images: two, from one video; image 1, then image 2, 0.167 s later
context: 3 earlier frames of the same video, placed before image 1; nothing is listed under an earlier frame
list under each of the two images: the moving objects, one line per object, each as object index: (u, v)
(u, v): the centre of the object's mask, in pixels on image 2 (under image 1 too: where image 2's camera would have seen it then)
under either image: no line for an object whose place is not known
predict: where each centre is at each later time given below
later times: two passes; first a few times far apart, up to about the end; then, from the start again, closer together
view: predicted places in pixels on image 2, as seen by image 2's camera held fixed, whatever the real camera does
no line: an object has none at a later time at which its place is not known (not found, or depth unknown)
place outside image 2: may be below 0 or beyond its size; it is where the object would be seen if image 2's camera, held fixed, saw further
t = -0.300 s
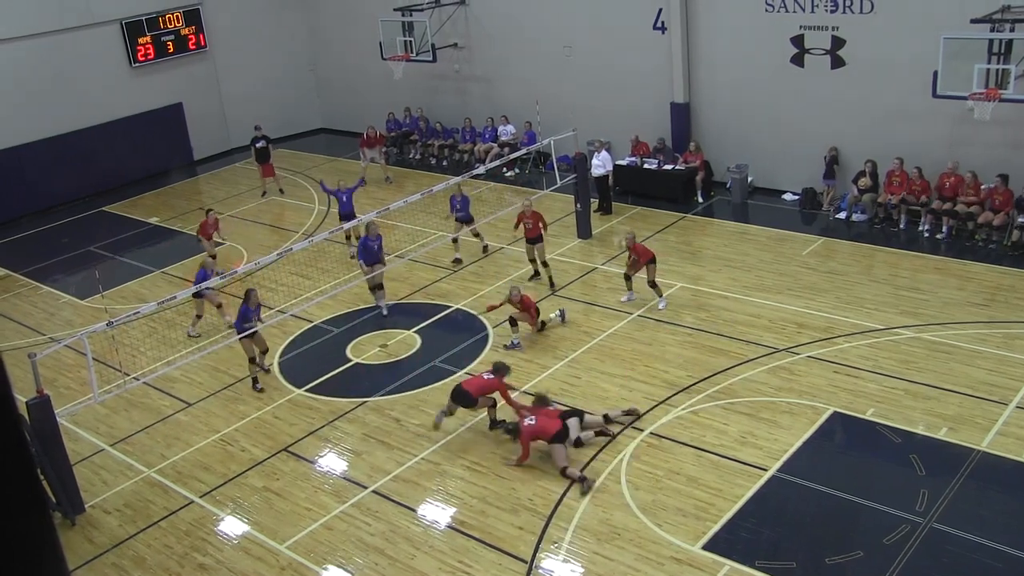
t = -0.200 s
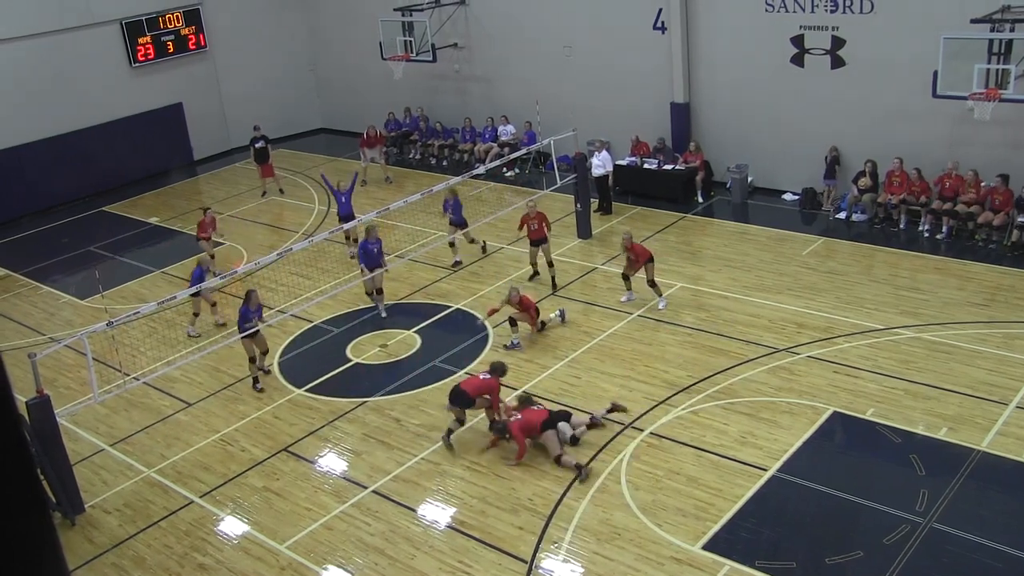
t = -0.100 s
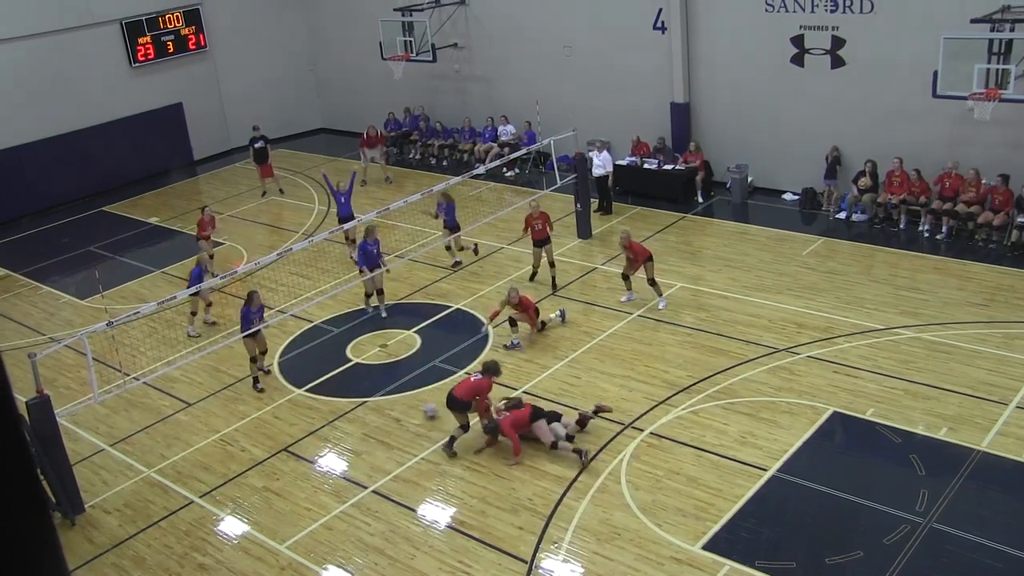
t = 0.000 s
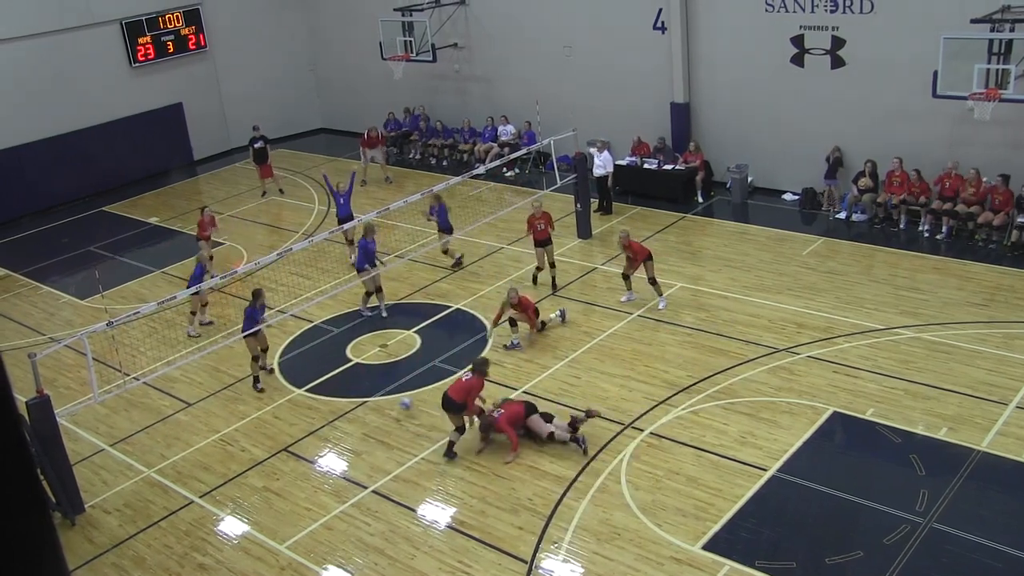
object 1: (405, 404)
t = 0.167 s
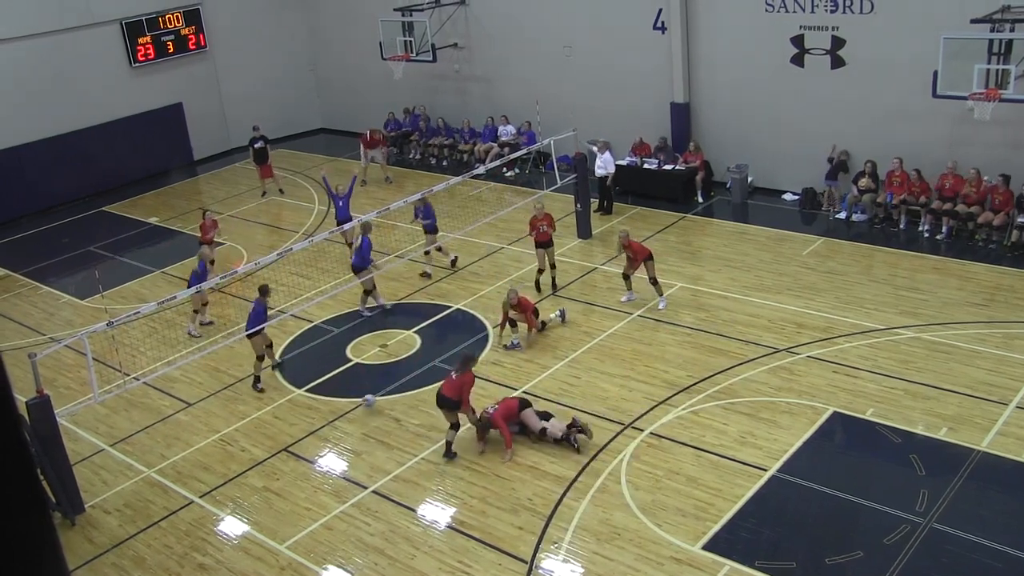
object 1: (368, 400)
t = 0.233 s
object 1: (353, 405)
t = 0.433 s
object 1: (312, 396)
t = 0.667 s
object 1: (267, 397)
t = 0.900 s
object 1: (224, 394)
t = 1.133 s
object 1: (183, 392)
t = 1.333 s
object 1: (148, 388)
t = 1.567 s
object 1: (113, 386)
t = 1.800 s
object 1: (78, 381)
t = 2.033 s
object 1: (46, 379)
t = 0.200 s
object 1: (362, 402)
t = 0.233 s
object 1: (353, 405)
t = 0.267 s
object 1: (347, 404)
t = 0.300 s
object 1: (339, 402)
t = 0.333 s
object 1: (333, 399)
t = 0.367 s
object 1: (326, 398)
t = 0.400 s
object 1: (319, 397)
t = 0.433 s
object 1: (312, 396)
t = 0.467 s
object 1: (306, 399)
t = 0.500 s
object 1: (299, 399)
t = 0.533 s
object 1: (294, 400)
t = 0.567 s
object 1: (287, 398)
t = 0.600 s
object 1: (279, 397)
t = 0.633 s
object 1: (273, 397)
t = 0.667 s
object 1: (267, 397)
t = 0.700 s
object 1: (261, 397)
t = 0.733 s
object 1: (255, 397)
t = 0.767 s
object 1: (248, 395)
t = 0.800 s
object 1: (242, 396)
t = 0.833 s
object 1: (235, 395)
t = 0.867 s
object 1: (230, 394)
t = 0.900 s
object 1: (224, 394)
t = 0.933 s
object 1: (217, 394)
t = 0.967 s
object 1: (212, 392)
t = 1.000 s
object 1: (205, 392)
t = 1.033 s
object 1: (199, 392)
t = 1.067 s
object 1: (194, 391)
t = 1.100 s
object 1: (188, 390)
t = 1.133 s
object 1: (183, 392)
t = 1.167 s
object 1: (176, 390)
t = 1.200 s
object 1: (172, 389)
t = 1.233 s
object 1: (166, 390)
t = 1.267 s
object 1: (160, 388)
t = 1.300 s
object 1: (154, 387)
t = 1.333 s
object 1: (148, 388)
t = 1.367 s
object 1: (145, 388)
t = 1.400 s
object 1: (140, 388)
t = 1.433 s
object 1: (134, 389)
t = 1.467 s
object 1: (128, 389)
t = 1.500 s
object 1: (123, 386)
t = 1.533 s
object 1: (119, 386)
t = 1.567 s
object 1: (113, 386)
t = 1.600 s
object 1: (108, 384)
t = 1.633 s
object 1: (103, 385)
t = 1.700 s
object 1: (88, 384)
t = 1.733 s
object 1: (86, 382)
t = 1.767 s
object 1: (83, 382)
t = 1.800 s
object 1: (78, 381)
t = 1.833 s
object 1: (72, 381)
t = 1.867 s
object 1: (68, 381)
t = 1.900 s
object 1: (64, 381)
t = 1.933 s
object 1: (58, 380)
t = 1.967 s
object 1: (55, 380)
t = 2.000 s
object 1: (50, 379)
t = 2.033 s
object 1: (46, 379)
